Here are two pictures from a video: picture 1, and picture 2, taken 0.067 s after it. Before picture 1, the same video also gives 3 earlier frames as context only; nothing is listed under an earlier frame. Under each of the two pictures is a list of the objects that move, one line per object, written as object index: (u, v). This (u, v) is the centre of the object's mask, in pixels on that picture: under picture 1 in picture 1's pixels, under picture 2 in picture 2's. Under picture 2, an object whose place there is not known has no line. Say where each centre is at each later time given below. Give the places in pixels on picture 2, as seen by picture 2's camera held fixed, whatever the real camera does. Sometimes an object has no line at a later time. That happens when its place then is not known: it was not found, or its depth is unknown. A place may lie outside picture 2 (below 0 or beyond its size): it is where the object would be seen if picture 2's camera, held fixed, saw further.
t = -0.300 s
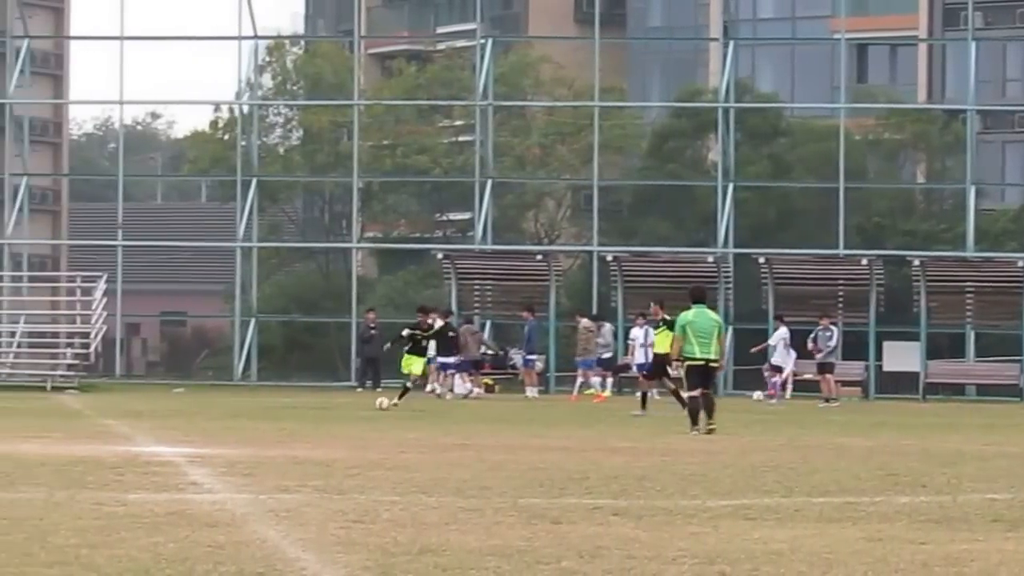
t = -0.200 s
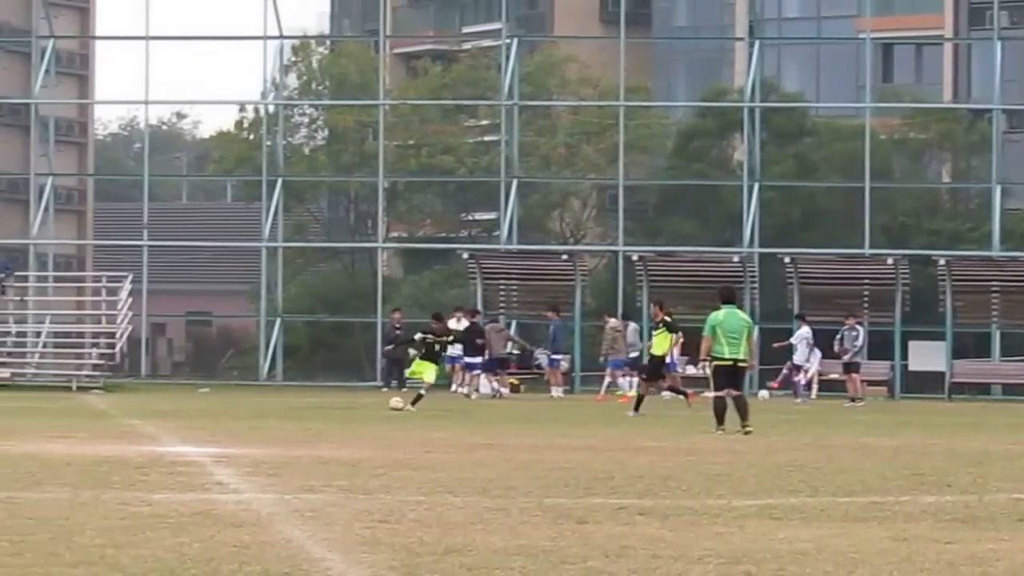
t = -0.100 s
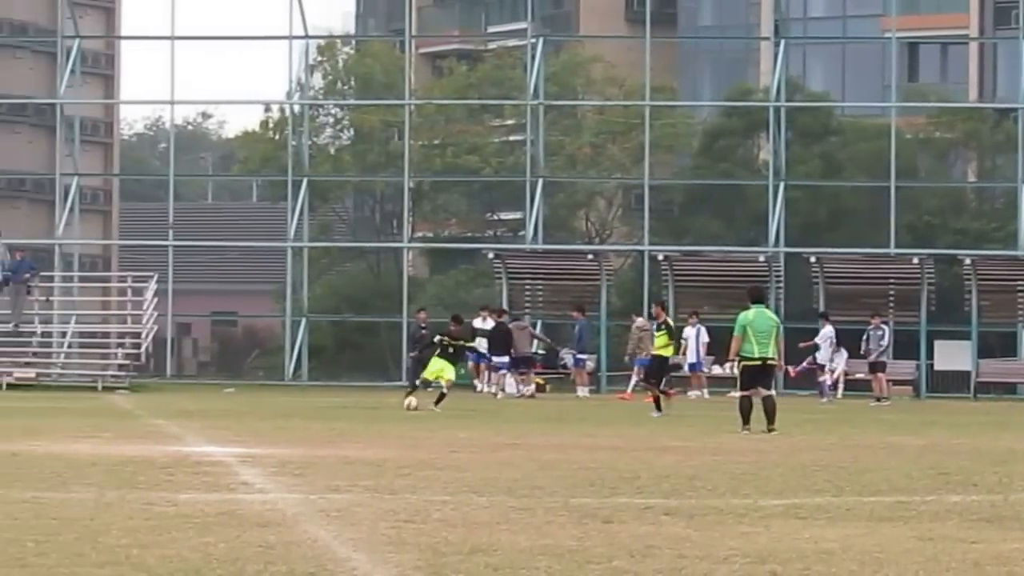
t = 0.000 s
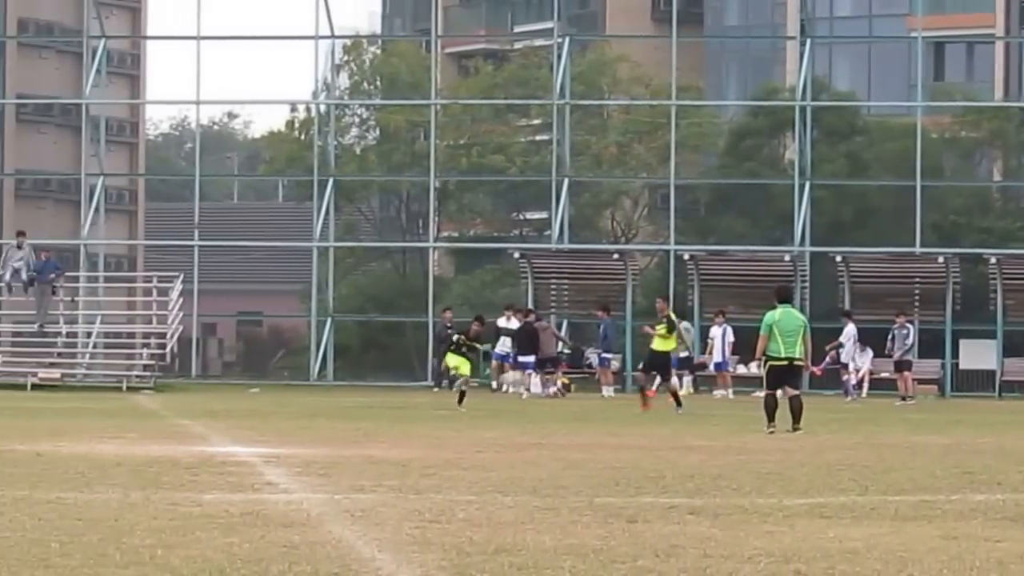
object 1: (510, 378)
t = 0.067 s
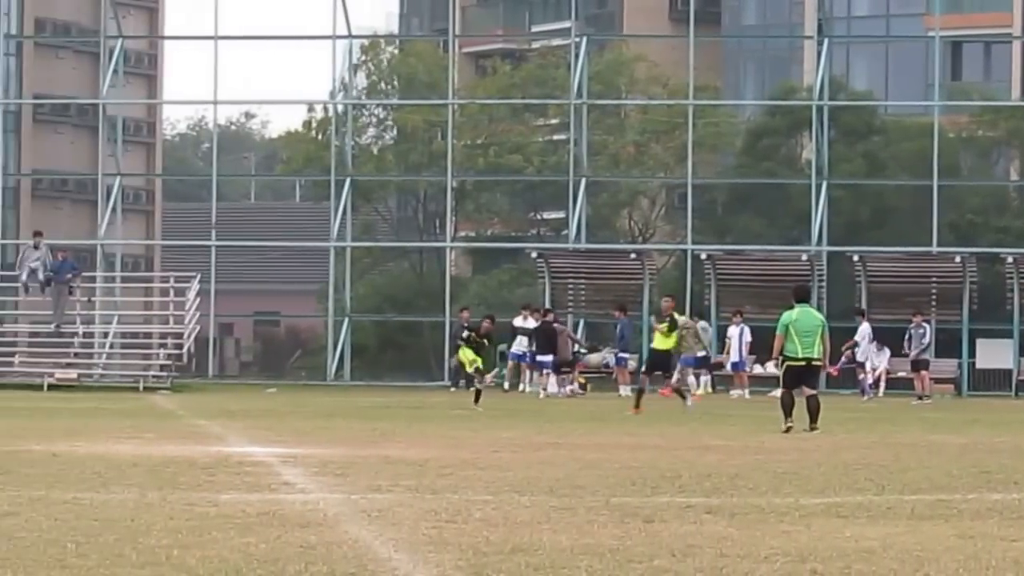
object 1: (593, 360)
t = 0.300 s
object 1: (851, 311)
